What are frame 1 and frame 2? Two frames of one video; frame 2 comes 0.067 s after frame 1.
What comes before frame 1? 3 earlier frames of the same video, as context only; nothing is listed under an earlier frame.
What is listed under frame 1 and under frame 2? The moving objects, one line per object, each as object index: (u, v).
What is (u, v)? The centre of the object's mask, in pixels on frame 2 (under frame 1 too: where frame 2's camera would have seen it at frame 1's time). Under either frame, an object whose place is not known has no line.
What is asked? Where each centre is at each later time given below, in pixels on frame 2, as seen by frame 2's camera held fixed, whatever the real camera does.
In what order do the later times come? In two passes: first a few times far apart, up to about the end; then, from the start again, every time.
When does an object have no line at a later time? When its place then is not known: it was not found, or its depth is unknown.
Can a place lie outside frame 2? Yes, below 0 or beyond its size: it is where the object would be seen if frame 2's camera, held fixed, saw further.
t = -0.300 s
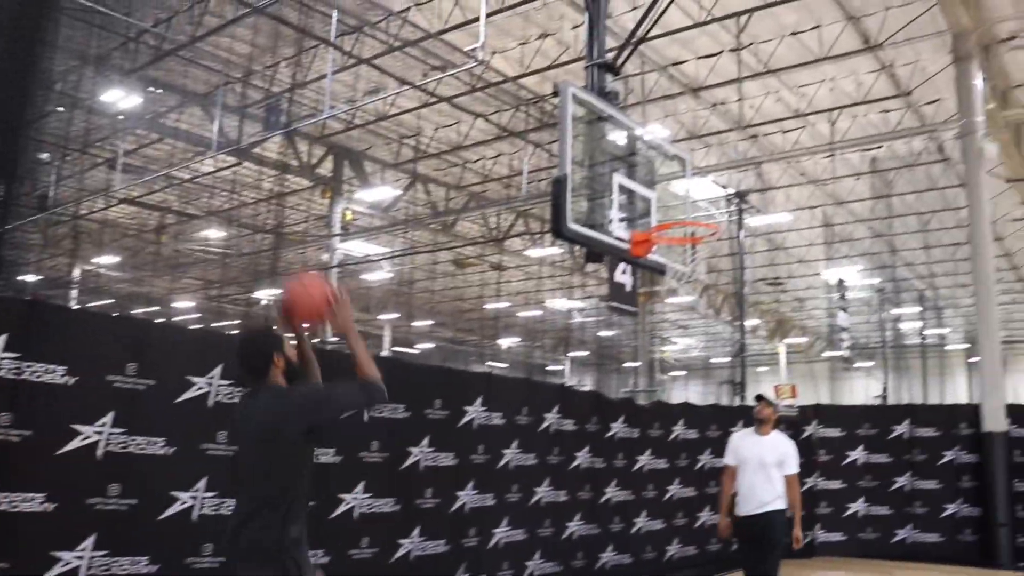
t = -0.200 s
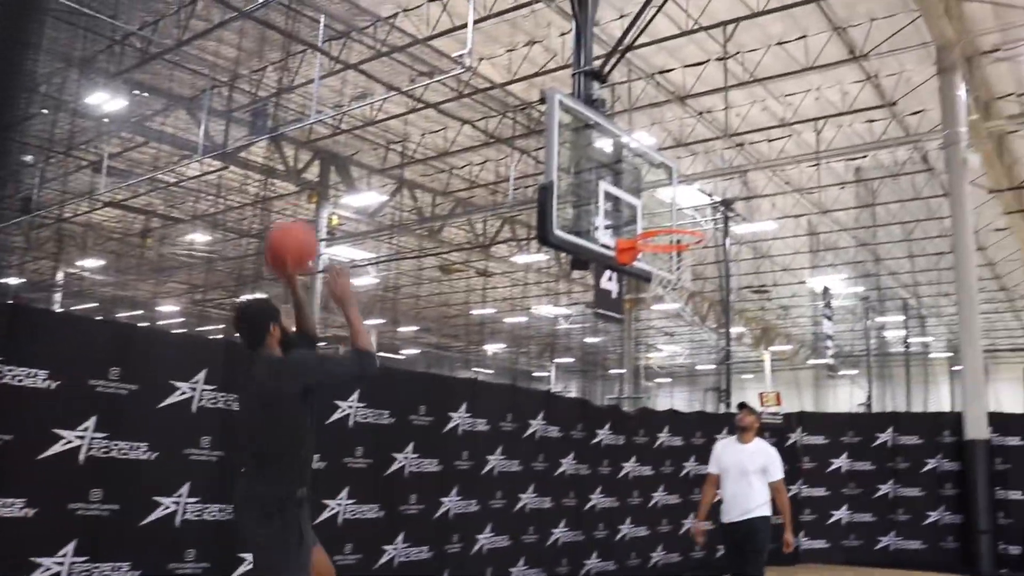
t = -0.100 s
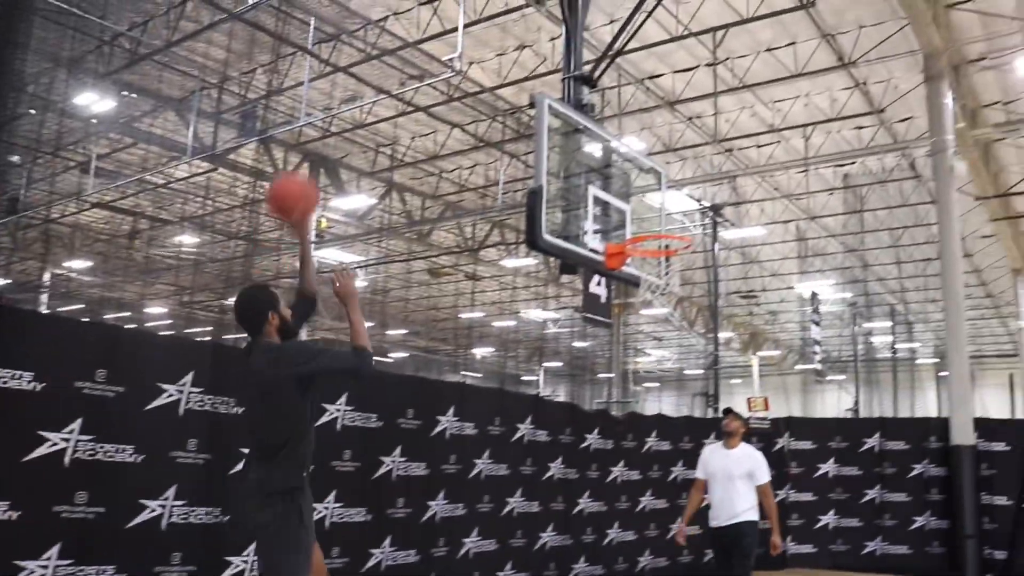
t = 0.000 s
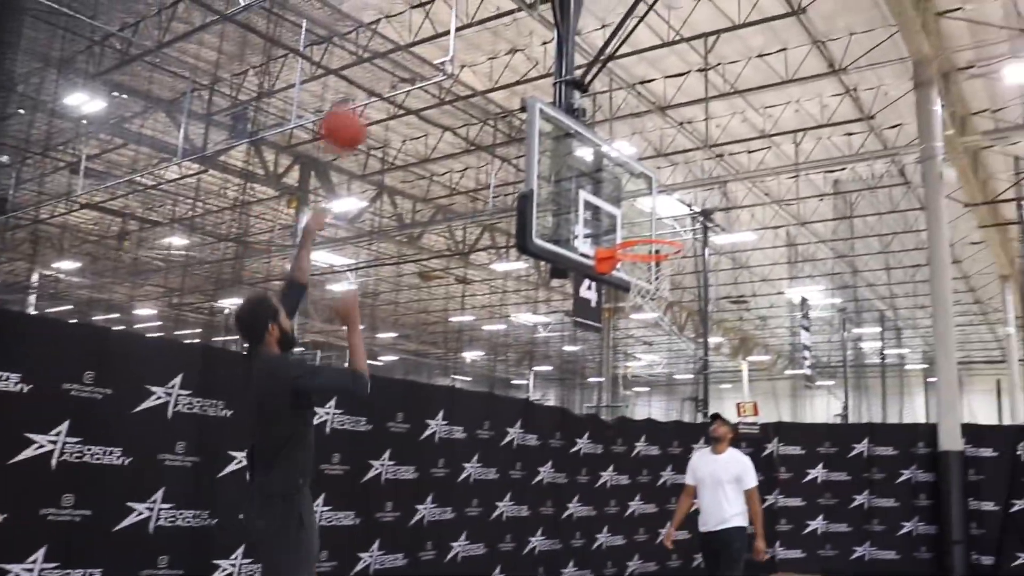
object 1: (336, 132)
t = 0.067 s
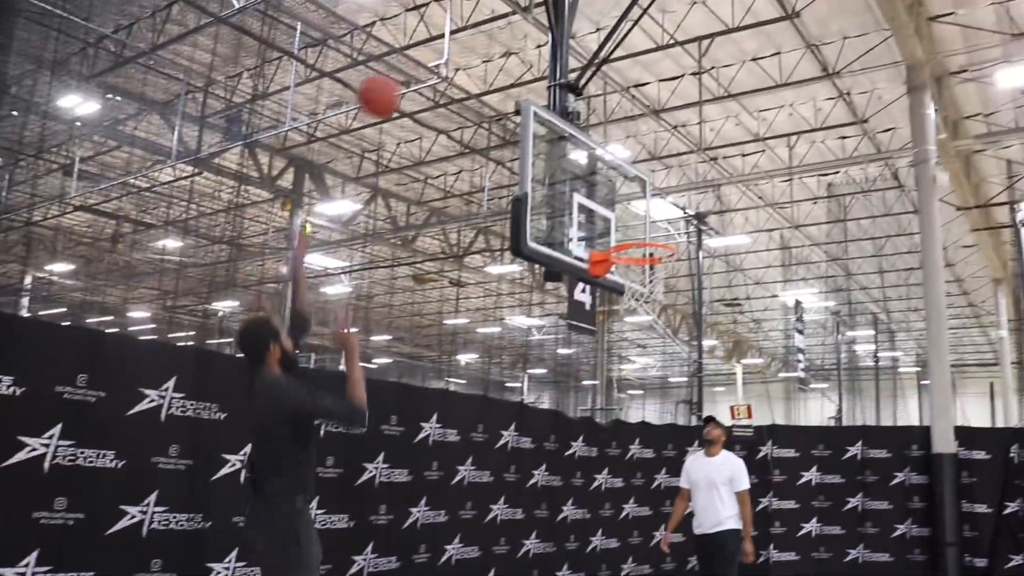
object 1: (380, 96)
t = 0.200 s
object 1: (448, 60)
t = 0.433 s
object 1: (542, 67)
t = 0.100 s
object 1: (397, 83)
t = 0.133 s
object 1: (414, 73)
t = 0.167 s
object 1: (431, 66)
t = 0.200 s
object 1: (448, 60)
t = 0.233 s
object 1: (463, 56)
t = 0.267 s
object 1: (476, 54)
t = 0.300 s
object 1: (492, 54)
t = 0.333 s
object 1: (506, 55)
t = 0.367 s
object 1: (517, 58)
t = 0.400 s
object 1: (530, 61)
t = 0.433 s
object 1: (542, 67)
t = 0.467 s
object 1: (554, 74)
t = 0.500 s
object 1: (565, 82)
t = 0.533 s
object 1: (574, 90)
